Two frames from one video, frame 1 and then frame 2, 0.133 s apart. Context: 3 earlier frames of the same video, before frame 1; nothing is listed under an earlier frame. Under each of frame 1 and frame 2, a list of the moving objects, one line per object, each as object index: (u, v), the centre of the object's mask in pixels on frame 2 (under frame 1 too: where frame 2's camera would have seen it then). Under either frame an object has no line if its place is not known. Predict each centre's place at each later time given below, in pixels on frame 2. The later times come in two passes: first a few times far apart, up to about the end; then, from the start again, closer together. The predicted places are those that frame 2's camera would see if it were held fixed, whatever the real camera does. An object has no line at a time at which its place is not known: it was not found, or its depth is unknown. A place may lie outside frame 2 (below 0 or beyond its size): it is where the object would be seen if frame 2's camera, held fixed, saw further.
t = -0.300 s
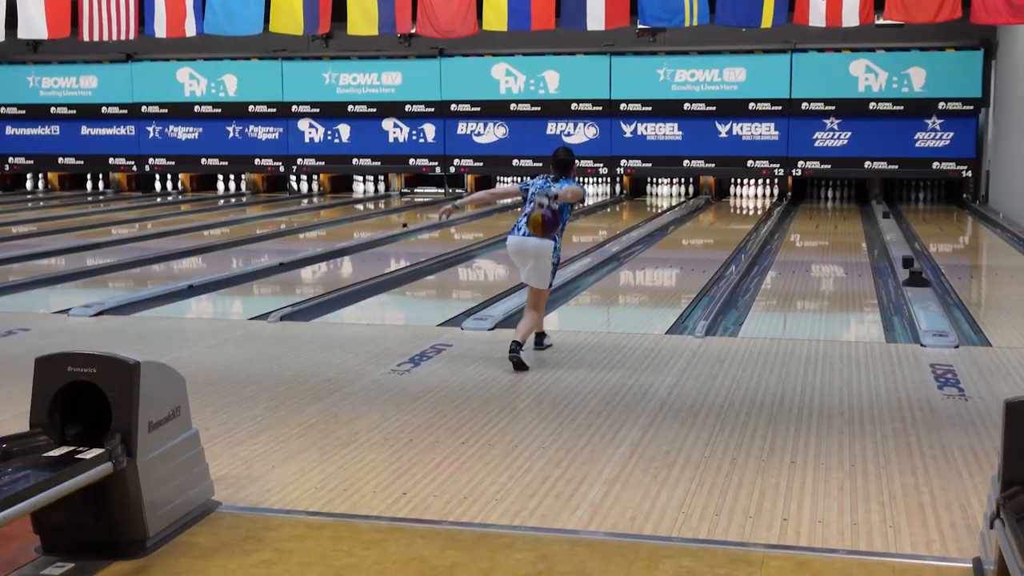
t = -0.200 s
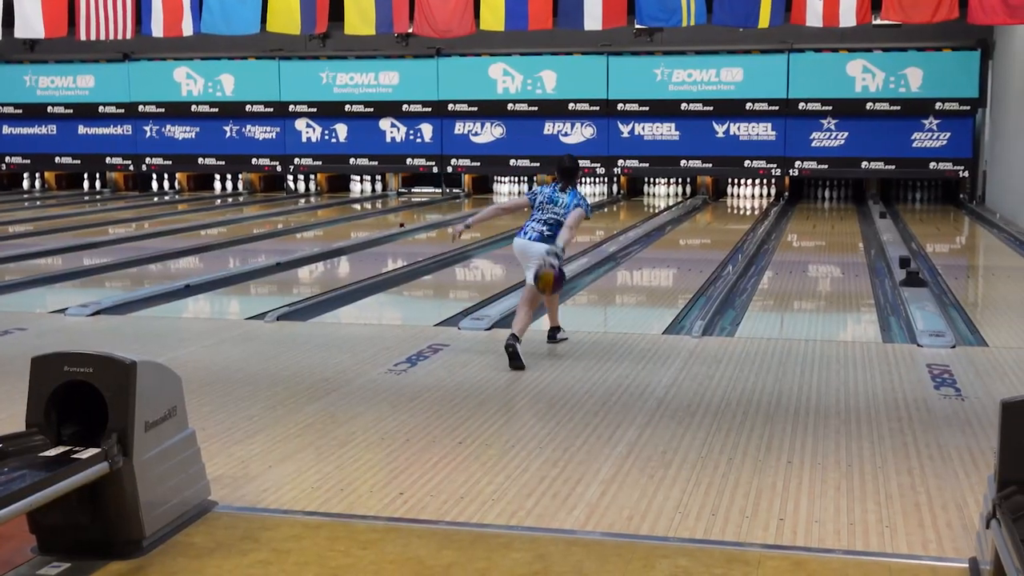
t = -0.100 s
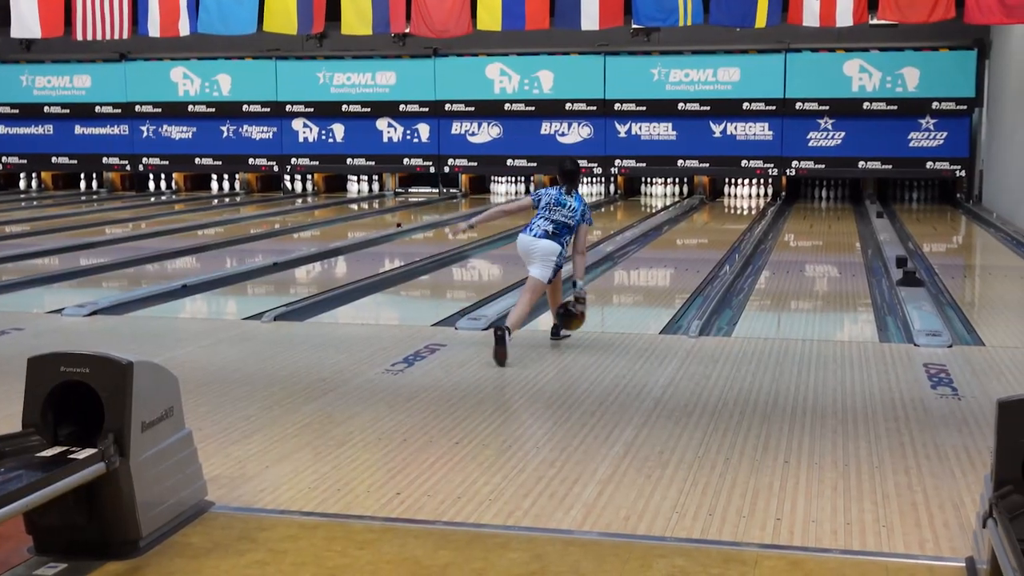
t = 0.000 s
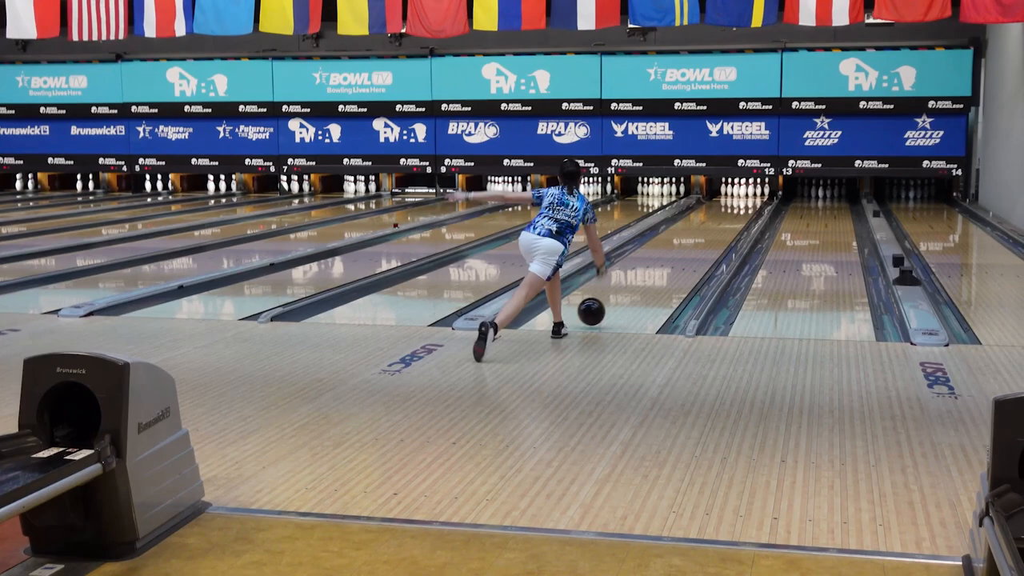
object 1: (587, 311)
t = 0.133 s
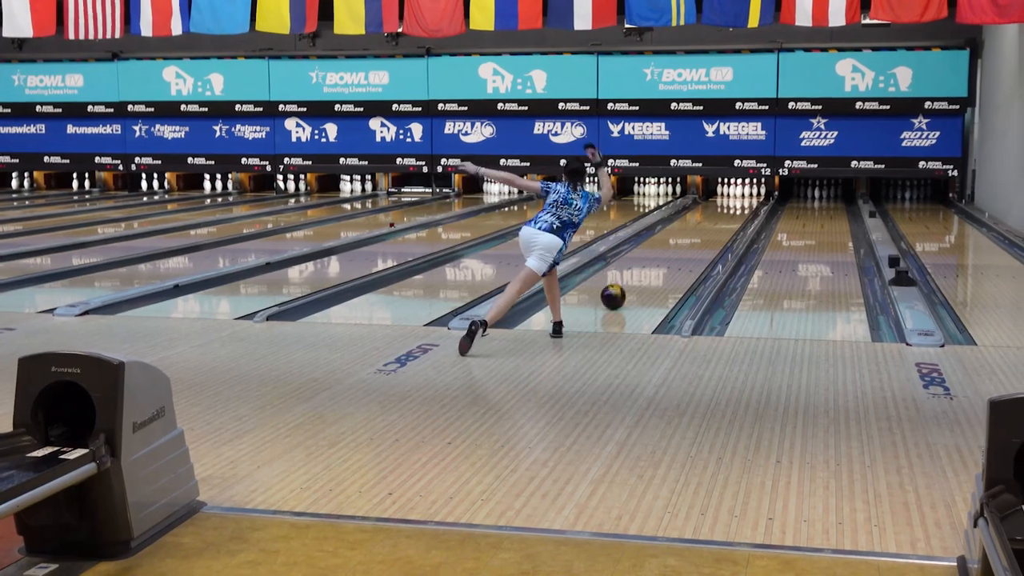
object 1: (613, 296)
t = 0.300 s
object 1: (639, 279)
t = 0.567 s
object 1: (671, 256)
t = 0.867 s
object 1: (697, 238)
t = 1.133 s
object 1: (714, 225)
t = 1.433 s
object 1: (729, 214)
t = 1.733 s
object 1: (739, 205)
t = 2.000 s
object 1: (744, 199)
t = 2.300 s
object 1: (744, 194)
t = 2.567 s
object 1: (748, 190)
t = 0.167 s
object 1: (618, 293)
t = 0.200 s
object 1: (624, 289)
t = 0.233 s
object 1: (629, 285)
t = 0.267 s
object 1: (634, 282)
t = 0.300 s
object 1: (639, 279)
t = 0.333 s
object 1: (644, 276)
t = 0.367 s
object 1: (648, 273)
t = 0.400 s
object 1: (652, 270)
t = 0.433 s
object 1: (656, 267)
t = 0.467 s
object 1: (660, 264)
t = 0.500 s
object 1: (664, 261)
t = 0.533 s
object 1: (667, 259)
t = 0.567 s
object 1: (671, 256)
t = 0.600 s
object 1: (674, 254)
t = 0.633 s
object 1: (677, 252)
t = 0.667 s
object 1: (681, 250)
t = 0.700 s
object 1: (683, 248)
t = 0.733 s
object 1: (686, 246)
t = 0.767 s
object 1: (689, 244)
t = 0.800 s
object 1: (692, 242)
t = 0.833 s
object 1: (694, 240)
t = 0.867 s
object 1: (697, 238)
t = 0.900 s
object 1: (699, 236)
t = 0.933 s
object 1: (702, 234)
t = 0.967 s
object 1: (704, 233)
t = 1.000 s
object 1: (706, 231)
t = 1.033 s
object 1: (708, 230)
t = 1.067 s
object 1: (710, 228)
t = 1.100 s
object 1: (712, 227)
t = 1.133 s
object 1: (714, 225)
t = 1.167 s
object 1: (716, 224)
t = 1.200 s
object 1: (718, 223)
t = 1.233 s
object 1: (720, 221)
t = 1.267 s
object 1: (721, 220)
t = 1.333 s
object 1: (724, 217)
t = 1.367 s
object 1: (726, 216)
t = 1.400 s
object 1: (727, 215)
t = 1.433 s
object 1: (729, 214)
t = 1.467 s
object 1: (730, 213)
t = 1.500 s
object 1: (731, 212)
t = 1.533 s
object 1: (733, 211)
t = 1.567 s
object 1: (734, 210)
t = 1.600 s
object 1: (735, 209)
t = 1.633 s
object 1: (736, 208)
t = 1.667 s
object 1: (738, 207)
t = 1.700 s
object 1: (738, 206)
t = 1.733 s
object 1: (739, 205)
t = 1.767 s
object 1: (740, 205)
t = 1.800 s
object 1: (741, 204)
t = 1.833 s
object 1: (741, 203)
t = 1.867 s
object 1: (742, 202)
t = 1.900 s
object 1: (743, 201)
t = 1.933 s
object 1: (744, 200)
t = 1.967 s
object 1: (744, 199)
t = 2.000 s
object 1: (744, 199)
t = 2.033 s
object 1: (744, 198)
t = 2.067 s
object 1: (745, 198)
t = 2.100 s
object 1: (745, 197)
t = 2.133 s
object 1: (745, 196)
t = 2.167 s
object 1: (745, 196)
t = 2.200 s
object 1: (745, 195)
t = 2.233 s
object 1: (745, 195)
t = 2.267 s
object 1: (744, 194)
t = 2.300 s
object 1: (744, 194)
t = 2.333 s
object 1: (744, 193)
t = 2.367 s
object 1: (743, 193)
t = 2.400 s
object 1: (744, 192)
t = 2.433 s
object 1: (745, 192)
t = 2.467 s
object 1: (745, 192)
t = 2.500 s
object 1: (747, 191)
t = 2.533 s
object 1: (747, 191)
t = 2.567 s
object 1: (748, 190)
